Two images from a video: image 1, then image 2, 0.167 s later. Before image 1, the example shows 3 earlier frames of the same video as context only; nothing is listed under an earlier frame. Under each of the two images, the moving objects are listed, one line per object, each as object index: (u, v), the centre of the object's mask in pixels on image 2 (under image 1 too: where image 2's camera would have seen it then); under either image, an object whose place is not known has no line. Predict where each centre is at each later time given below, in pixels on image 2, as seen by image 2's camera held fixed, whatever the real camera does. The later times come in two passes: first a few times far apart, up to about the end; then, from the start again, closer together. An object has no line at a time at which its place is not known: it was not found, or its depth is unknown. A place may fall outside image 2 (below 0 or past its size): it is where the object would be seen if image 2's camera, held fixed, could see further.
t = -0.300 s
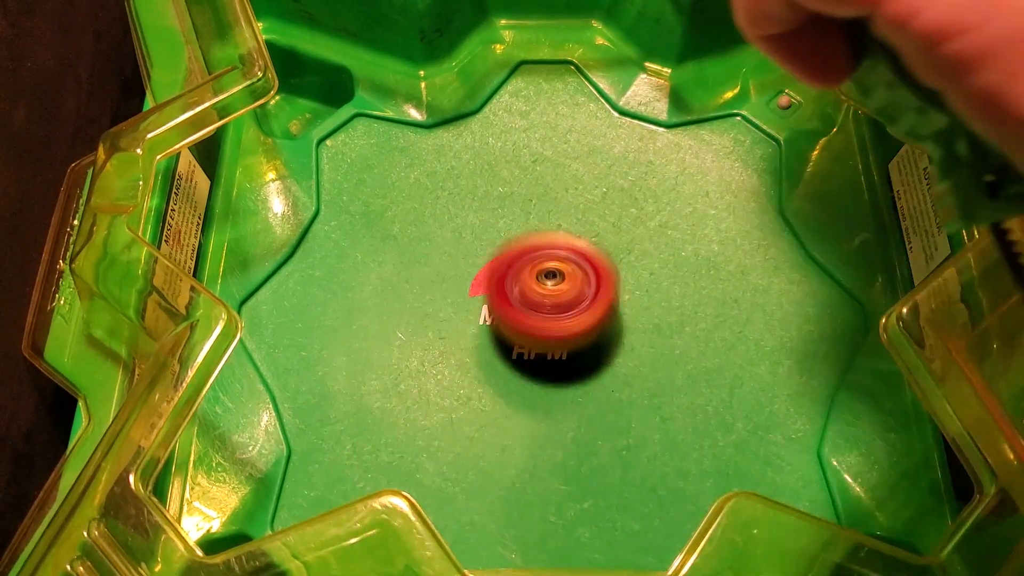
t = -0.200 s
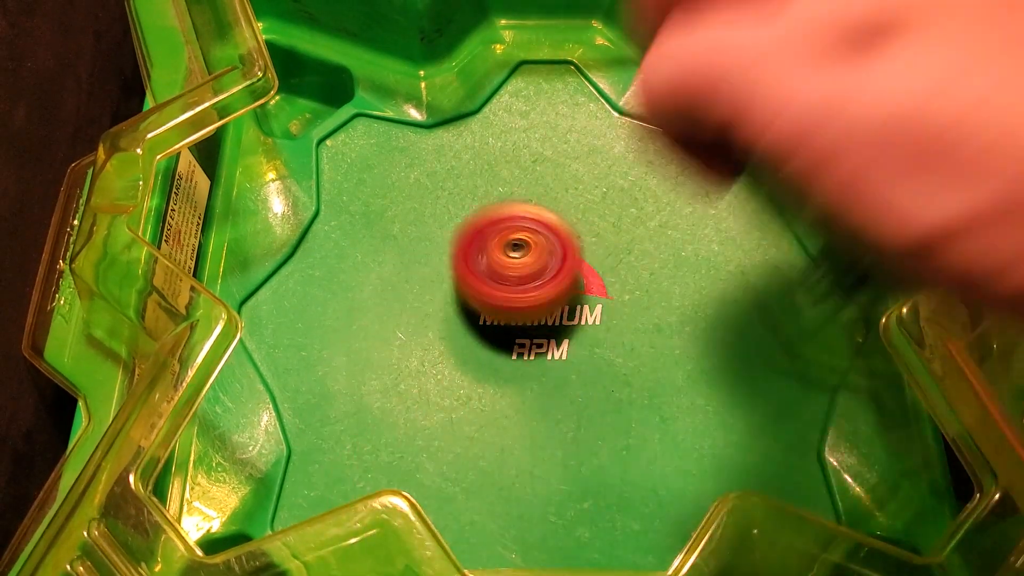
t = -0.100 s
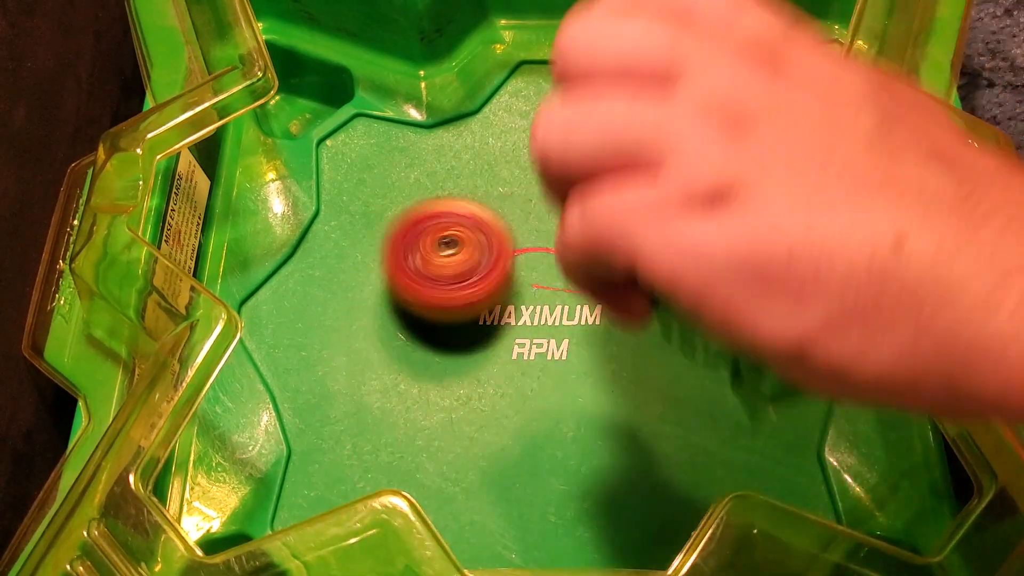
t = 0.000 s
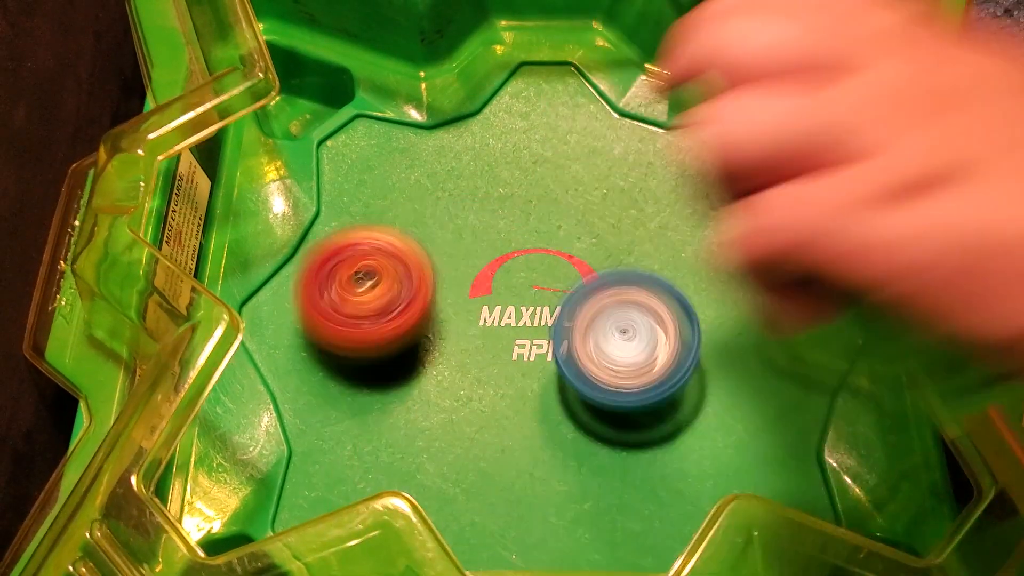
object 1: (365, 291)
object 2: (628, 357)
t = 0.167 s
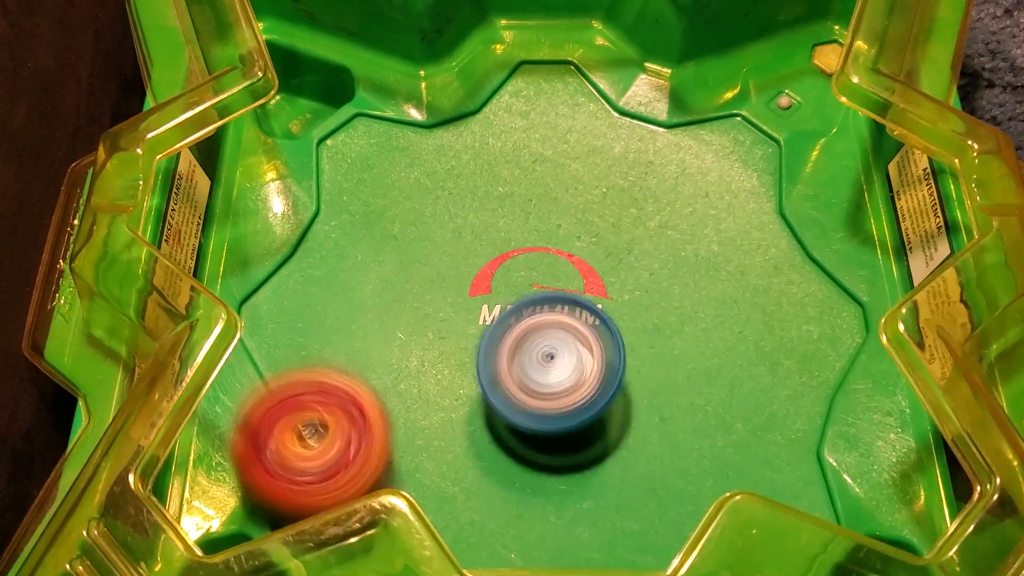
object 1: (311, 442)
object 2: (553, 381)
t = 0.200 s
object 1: (339, 478)
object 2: (539, 383)
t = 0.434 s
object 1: (699, 430)
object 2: (531, 414)
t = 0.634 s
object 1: (700, 109)
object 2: (621, 435)
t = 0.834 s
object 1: (419, 171)
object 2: (669, 375)
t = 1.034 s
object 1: (306, 444)
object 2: (571, 326)
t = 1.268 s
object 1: (755, 494)
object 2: (486, 374)
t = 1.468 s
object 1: (774, 171)
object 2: (508, 416)
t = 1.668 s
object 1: (445, 142)
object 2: (554, 407)
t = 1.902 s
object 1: (332, 444)
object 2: (496, 333)
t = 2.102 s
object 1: (734, 516)
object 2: (444, 361)
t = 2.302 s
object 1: (782, 203)
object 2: (504, 362)
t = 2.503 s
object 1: (507, 92)
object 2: (511, 306)
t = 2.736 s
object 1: (290, 375)
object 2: (508, 298)
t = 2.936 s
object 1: (626, 535)
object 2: (509, 282)
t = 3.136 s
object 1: (828, 276)
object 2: (519, 300)
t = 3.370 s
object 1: (517, 94)
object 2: (575, 293)
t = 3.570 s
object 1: (284, 297)
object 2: (585, 279)
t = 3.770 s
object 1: (506, 536)
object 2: (570, 279)
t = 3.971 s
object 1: (811, 414)
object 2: (577, 275)
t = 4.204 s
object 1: (677, 104)
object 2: (568, 279)
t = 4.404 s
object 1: (376, 151)
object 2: (588, 316)
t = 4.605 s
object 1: (310, 437)
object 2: (580, 349)
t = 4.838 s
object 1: (704, 513)
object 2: (567, 363)
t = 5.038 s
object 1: (820, 251)
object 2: (564, 361)
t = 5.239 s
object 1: (579, 99)
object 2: (553, 354)
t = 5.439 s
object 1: (327, 217)
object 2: (537, 347)
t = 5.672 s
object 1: (471, 528)
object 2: (533, 347)
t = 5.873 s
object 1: (783, 433)
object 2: (525, 346)
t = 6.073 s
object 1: (759, 172)
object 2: (528, 341)
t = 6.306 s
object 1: (446, 117)
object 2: (526, 342)
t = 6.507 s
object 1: (301, 334)
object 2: (545, 337)
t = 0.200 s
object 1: (339, 478)
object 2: (539, 383)
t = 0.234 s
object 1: (377, 505)
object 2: (526, 387)
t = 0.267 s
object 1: (436, 518)
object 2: (516, 390)
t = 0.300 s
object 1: (498, 519)
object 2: (513, 391)
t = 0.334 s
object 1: (549, 520)
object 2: (515, 392)
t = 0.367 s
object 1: (605, 508)
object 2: (517, 397)
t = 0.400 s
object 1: (652, 476)
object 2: (523, 407)
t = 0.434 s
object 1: (699, 430)
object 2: (531, 414)
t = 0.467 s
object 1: (731, 381)
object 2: (540, 418)
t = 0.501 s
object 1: (749, 323)
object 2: (553, 422)
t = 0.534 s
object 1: (753, 266)
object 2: (571, 427)
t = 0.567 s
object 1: (745, 210)
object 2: (588, 430)
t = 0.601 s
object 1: (727, 158)
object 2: (605, 432)
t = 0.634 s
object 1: (700, 109)
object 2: (621, 435)
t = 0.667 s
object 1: (661, 90)
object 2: (634, 433)
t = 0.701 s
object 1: (614, 96)
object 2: (647, 425)
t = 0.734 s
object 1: (564, 119)
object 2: (659, 414)
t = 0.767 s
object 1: (516, 139)
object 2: (668, 403)
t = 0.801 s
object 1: (468, 152)
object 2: (671, 387)
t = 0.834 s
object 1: (419, 171)
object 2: (669, 375)
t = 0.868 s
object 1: (375, 200)
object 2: (661, 364)
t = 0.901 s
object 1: (336, 238)
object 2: (651, 351)
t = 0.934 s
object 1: (307, 282)
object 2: (634, 342)
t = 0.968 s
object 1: (295, 334)
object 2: (616, 333)
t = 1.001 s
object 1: (291, 390)
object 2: (594, 329)
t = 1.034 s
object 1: (306, 444)
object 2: (571, 326)
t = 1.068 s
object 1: (344, 502)
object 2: (550, 325)
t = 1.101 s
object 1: (399, 525)
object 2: (536, 328)
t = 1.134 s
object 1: (469, 526)
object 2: (522, 332)
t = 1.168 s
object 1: (536, 531)
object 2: (510, 340)
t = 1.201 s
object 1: (608, 525)
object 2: (498, 346)
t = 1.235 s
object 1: (687, 518)
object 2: (493, 360)
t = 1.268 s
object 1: (755, 494)
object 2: (486, 374)
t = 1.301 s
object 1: (804, 445)
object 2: (481, 386)
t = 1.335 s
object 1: (831, 396)
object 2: (484, 398)
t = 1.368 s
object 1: (834, 339)
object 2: (488, 404)
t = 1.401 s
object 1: (832, 273)
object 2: (493, 411)
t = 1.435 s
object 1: (812, 219)
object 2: (499, 414)
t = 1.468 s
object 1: (774, 171)
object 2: (508, 416)
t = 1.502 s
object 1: (726, 124)
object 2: (517, 421)
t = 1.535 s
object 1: (676, 92)
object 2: (526, 427)
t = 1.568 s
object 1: (621, 95)
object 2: (538, 428)
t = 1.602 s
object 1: (556, 112)
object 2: (547, 424)
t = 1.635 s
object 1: (500, 129)
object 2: (552, 418)
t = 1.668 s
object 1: (445, 142)
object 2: (554, 407)
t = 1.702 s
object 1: (386, 169)
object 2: (551, 395)
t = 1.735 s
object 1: (344, 201)
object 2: (546, 379)
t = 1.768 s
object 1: (303, 244)
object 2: (539, 364)
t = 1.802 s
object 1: (282, 293)
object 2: (533, 354)
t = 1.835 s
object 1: (277, 351)
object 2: (524, 347)
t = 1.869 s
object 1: (293, 402)
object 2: (511, 341)
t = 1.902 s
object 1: (332, 444)
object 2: (496, 333)
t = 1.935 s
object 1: (382, 500)
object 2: (485, 330)
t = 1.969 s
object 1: (449, 524)
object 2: (471, 329)
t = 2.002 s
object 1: (516, 535)
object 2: (460, 333)
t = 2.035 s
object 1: (594, 537)
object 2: (449, 338)
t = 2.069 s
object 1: (671, 532)
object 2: (445, 349)
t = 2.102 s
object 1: (734, 516)
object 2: (444, 361)
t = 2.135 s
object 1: (791, 480)
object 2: (443, 367)
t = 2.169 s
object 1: (826, 431)
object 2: (448, 372)
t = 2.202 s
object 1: (824, 371)
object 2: (459, 372)
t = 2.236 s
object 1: (817, 316)
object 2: (473, 368)
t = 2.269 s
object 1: (803, 256)
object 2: (490, 366)
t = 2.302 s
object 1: (782, 203)
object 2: (504, 362)
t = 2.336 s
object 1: (750, 156)
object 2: (511, 355)
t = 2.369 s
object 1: (709, 114)
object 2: (514, 345)
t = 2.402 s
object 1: (666, 90)
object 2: (515, 336)
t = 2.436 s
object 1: (613, 87)
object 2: (515, 322)
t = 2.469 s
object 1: (563, 91)
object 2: (513, 312)
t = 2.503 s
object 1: (507, 92)
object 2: (511, 306)
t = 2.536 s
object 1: (455, 103)
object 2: (511, 301)
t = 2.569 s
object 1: (406, 134)
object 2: (508, 298)
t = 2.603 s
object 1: (356, 167)
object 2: (506, 297)
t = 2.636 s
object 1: (321, 209)
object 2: (506, 300)
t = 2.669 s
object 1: (293, 262)
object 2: (509, 303)
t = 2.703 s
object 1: (287, 313)
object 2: (510, 303)
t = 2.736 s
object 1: (290, 375)
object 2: (508, 298)
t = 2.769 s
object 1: (309, 432)
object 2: (506, 291)
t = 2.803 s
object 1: (350, 486)
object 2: (503, 285)
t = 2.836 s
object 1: (405, 519)
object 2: (502, 282)
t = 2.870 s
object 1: (480, 530)
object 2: (503, 280)
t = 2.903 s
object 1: (550, 535)
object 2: (503, 279)
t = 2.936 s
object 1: (626, 535)
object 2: (509, 282)
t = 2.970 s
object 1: (694, 521)
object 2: (512, 284)
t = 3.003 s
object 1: (755, 497)
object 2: (514, 287)
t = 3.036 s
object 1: (804, 445)
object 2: (517, 291)
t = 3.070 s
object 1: (829, 398)
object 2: (520, 295)
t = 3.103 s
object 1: (828, 337)
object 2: (522, 298)
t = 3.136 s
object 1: (828, 276)
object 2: (519, 300)
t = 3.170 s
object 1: (810, 222)
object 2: (517, 299)
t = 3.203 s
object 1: (772, 184)
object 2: (519, 297)
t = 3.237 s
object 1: (728, 146)
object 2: (526, 293)
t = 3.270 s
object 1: (679, 114)
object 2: (539, 290)
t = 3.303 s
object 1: (628, 97)
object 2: (555, 291)
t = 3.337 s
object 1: (573, 91)
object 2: (567, 292)
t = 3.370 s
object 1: (517, 94)
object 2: (575, 293)
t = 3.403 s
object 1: (461, 105)
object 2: (579, 295)
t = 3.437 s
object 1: (409, 124)
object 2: (582, 295)
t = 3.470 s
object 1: (364, 152)
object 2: (584, 291)
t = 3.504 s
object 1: (326, 192)
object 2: (588, 282)
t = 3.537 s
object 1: (297, 244)
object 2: (585, 283)
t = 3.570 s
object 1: (284, 297)
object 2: (585, 279)
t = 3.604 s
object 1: (284, 358)
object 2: (583, 278)
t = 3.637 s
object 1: (295, 415)
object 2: (579, 281)
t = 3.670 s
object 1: (326, 455)
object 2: (576, 281)
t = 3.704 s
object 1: (377, 512)
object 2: (576, 277)
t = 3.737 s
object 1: (440, 526)
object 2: (572, 280)
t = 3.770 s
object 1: (506, 536)
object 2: (570, 279)
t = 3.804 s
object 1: (572, 539)
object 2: (570, 278)
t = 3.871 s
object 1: (698, 522)
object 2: (579, 279)
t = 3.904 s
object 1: (747, 501)
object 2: (583, 277)
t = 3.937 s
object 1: (784, 459)
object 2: (585, 276)
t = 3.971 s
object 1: (811, 414)
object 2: (577, 275)
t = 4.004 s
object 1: (824, 363)
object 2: (571, 275)
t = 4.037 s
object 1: (826, 307)
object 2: (565, 280)
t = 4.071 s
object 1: (818, 257)
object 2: (564, 279)
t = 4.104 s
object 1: (797, 210)
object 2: (565, 278)
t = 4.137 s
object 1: (763, 170)
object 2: (566, 278)
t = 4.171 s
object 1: (723, 133)
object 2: (566, 279)
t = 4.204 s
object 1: (677, 104)
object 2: (568, 279)
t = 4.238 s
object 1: (624, 91)
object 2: (577, 276)
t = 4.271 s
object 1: (568, 87)
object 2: (580, 278)
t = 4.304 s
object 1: (513, 88)
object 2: (582, 285)
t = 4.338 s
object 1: (463, 99)
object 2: (585, 295)
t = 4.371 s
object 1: (418, 122)
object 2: (587, 306)
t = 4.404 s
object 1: (376, 151)
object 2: (588, 316)
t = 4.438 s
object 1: (341, 186)
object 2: (589, 323)
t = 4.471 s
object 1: (309, 230)
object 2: (588, 330)
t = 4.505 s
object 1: (293, 278)
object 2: (587, 335)
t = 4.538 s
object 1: (288, 328)
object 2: (585, 341)
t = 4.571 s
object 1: (290, 383)
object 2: (582, 345)
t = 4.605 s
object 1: (310, 437)
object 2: (580, 349)
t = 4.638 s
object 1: (346, 487)
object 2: (577, 352)
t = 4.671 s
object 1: (393, 516)
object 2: (574, 355)
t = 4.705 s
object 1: (453, 526)
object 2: (573, 356)
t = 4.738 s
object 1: (520, 530)
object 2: (571, 358)
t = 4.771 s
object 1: (583, 532)
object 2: (568, 360)
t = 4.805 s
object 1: (633, 522)
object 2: (567, 362)
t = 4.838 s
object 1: (704, 513)
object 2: (567, 363)
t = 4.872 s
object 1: (753, 486)
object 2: (566, 363)
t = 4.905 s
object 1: (791, 438)
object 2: (566, 363)
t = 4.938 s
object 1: (813, 399)
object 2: (565, 363)
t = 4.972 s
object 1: (823, 351)
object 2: (565, 362)
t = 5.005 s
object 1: (826, 298)
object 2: (564, 362)
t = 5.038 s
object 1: (820, 251)
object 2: (564, 361)
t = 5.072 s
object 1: (797, 208)
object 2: (562, 360)
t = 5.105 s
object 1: (760, 169)
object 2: (561, 360)
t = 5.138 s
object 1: (720, 135)
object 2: (558, 358)
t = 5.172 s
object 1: (677, 110)
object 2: (557, 357)
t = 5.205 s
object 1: (627, 102)
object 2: (554, 356)
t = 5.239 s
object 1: (579, 99)
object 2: (553, 354)
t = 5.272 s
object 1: (532, 101)
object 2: (550, 352)
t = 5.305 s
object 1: (485, 109)
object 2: (547, 351)
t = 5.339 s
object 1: (438, 125)
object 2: (544, 348)
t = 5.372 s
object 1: (396, 148)
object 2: (543, 349)
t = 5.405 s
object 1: (358, 179)
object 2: (540, 348)
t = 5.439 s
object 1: (327, 217)
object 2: (537, 347)
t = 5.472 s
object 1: (304, 260)
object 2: (536, 348)
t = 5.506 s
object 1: (295, 354)
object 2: (535, 348)
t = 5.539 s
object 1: (303, 403)
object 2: (535, 349)
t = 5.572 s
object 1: (325, 444)
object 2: (533, 348)
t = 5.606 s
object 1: (362, 495)
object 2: (532, 348)
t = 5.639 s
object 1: (411, 517)
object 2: (532, 347)
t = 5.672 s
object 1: (471, 528)
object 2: (533, 347)
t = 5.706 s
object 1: (532, 529)
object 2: (534, 347)
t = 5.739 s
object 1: (593, 532)
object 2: (533, 349)
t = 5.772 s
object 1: (639, 520)
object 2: (532, 350)
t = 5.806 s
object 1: (709, 509)
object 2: (530, 349)
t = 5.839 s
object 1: (752, 477)
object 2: (528, 348)
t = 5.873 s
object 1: (783, 433)
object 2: (525, 346)
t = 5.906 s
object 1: (804, 394)
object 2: (525, 344)
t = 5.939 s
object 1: (816, 347)
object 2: (525, 341)
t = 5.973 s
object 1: (816, 296)
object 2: (525, 340)
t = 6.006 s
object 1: (805, 249)
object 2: (526, 339)
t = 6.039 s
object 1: (784, 211)
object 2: (526, 340)
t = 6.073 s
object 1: (759, 172)
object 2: (528, 341)
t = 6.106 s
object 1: (727, 141)
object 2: (527, 342)
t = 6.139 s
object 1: (687, 113)
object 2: (525, 342)
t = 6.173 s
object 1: (644, 95)
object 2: (522, 343)
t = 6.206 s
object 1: (593, 89)
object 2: (522, 344)
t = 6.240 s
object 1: (542, 91)
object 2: (525, 344)
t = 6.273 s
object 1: (492, 100)
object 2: (527, 342)
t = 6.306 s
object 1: (446, 117)
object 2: (526, 342)
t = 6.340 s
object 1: (409, 138)
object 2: (526, 342)
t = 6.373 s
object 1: (373, 166)
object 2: (527, 340)
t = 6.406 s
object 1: (344, 202)
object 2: (531, 339)
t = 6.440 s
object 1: (317, 243)
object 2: (536, 339)
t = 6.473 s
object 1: (302, 288)
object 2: (540, 339)
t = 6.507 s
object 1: (301, 334)
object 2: (545, 337)
